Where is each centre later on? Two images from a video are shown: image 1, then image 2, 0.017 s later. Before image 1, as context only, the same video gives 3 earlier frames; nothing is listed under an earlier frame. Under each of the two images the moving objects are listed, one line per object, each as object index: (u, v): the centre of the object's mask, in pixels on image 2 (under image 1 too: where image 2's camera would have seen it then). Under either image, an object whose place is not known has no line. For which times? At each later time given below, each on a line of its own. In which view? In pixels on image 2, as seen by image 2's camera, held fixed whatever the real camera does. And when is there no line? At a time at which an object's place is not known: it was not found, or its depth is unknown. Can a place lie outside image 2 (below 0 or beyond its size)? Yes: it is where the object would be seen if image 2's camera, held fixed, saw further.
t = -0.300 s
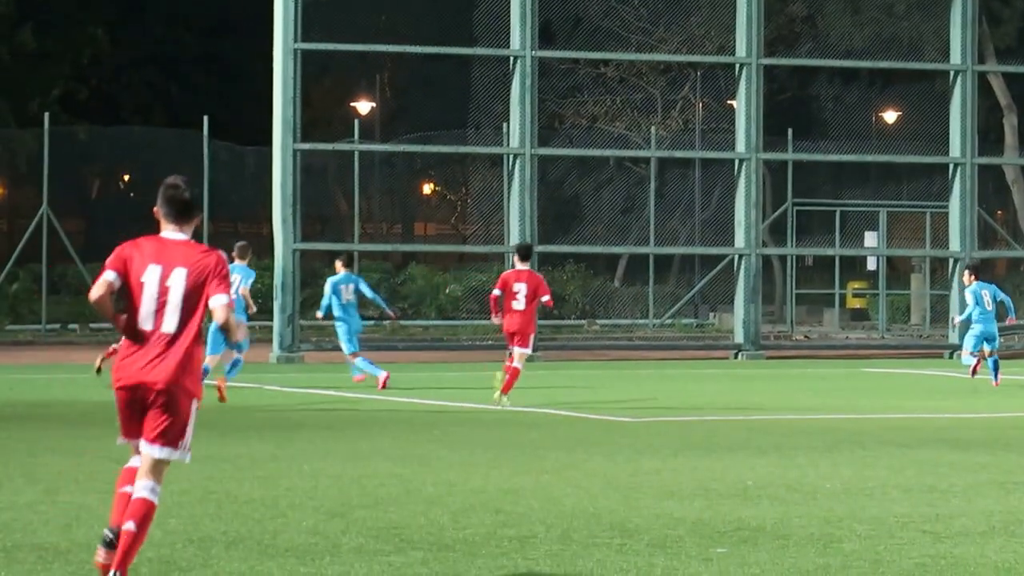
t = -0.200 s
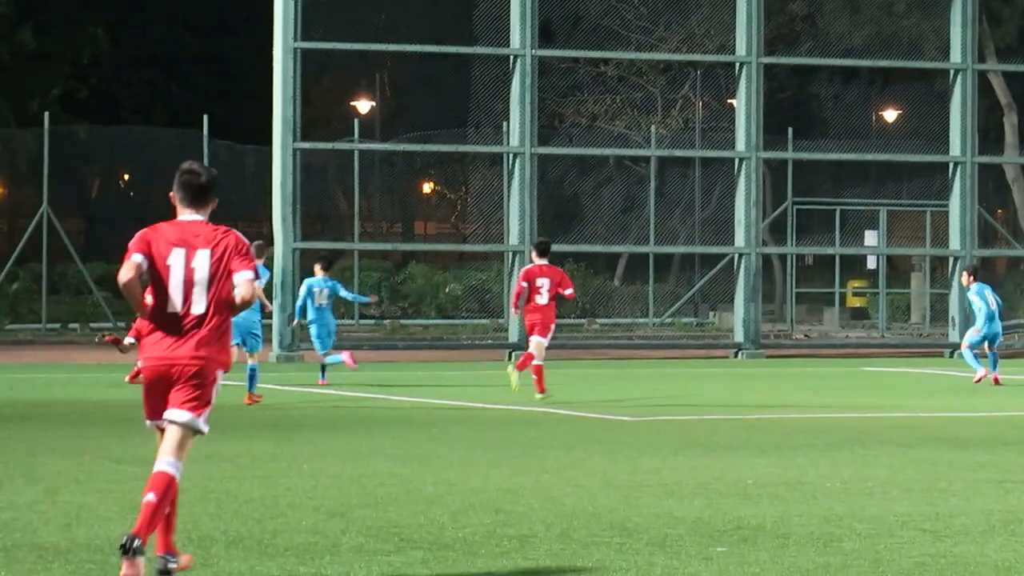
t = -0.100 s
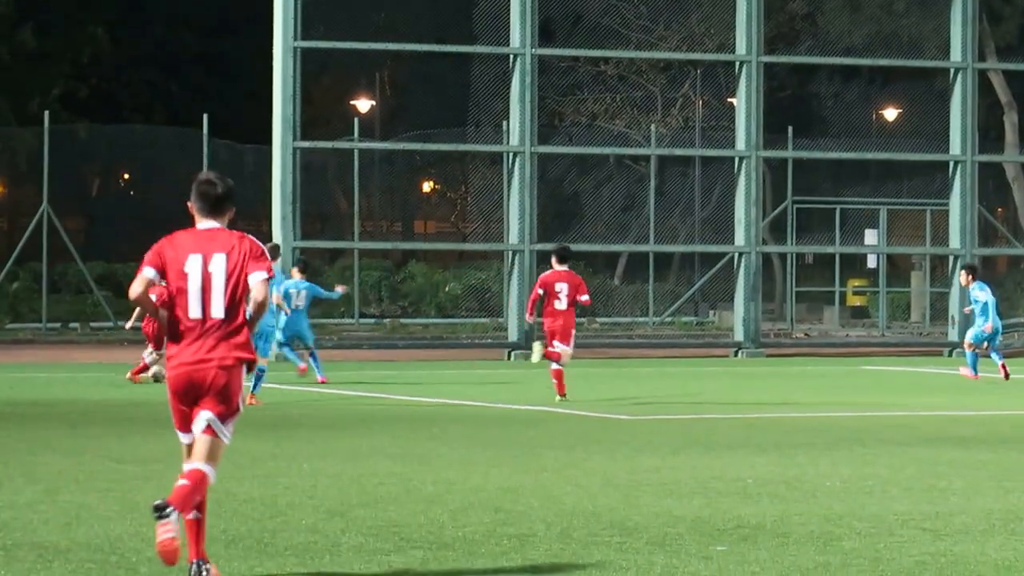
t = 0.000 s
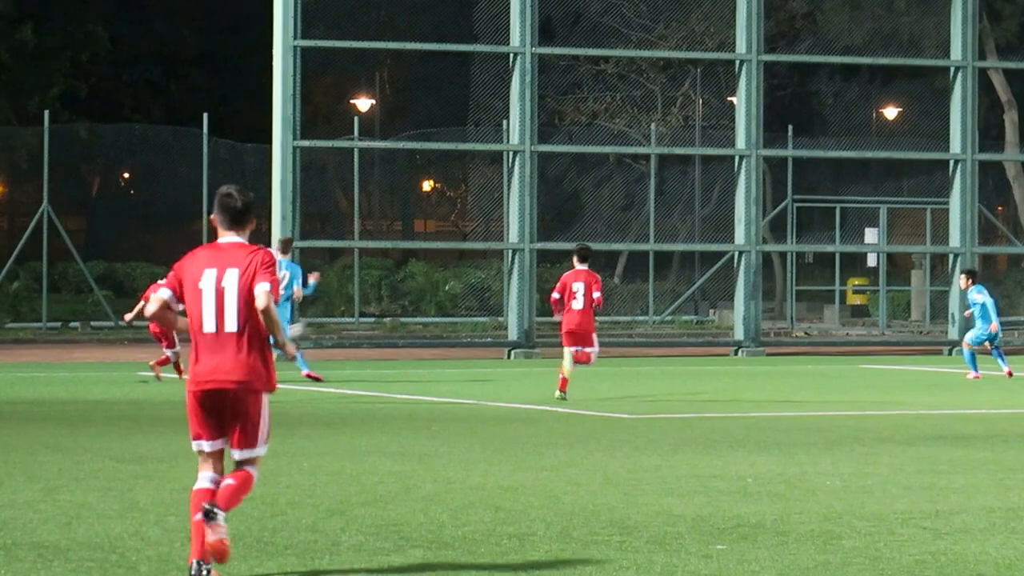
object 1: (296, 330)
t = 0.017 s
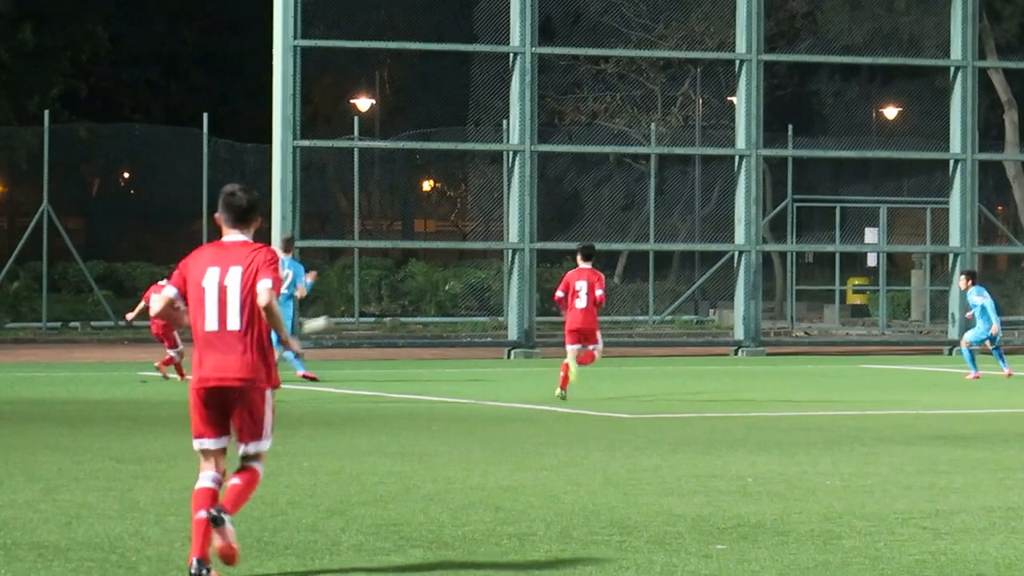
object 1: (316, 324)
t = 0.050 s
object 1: (363, 313)
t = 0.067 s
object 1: (386, 308)
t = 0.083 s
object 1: (409, 302)
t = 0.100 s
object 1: (430, 297)
